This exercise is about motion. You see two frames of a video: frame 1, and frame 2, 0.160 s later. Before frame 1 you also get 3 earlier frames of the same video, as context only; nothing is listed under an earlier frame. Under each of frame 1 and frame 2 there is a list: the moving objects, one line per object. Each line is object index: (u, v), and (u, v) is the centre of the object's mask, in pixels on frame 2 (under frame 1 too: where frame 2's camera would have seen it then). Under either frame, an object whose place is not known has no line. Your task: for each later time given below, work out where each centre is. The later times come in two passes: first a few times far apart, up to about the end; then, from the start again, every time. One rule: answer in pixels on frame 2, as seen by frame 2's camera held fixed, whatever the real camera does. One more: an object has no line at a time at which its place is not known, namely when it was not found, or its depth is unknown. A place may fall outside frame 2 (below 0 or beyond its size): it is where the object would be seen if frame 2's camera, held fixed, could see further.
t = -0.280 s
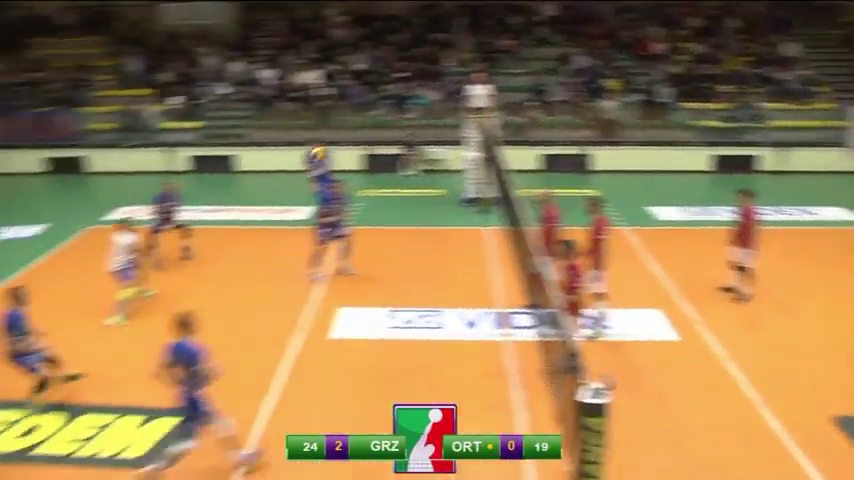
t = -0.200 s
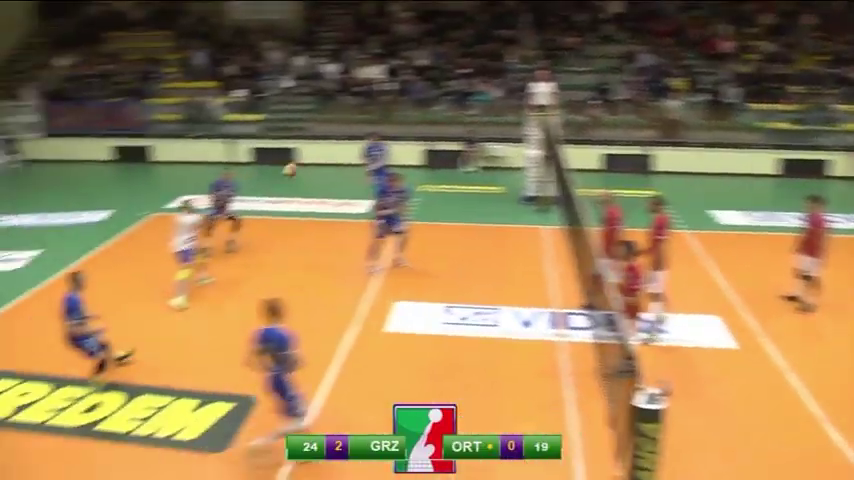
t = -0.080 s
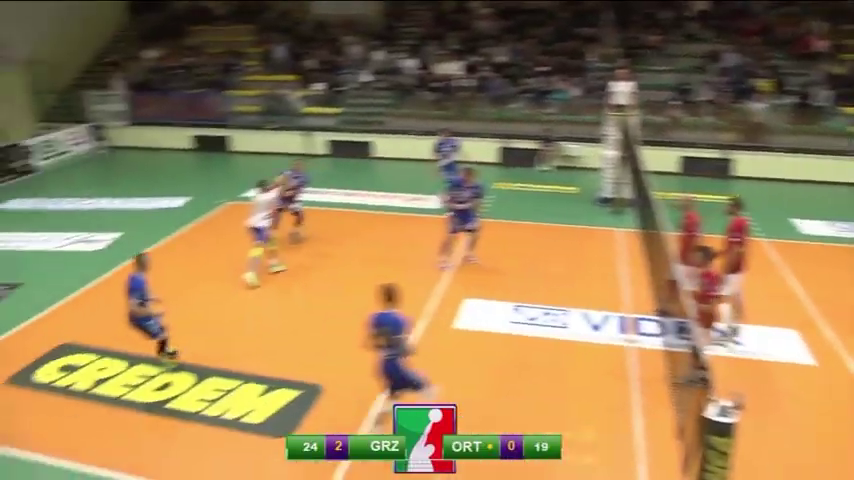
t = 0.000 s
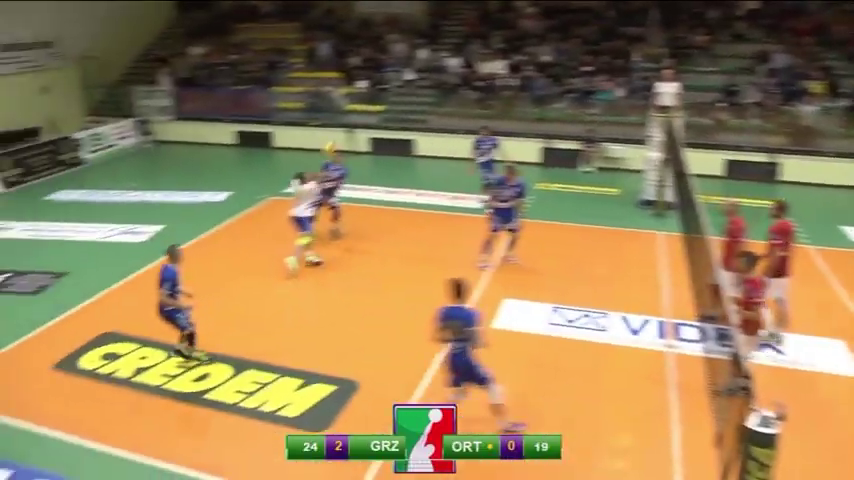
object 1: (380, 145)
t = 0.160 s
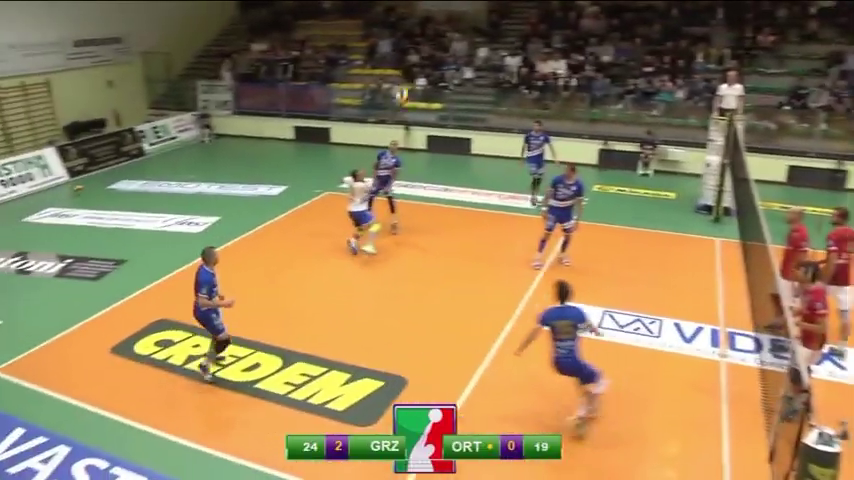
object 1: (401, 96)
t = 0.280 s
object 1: (416, 68)
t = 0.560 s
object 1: (448, 29)
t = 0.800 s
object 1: (476, 39)
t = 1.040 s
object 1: (507, 98)
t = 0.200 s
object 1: (407, 88)
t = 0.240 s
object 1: (412, 77)
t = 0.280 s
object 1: (416, 68)
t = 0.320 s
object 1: (420, 60)
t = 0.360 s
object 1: (426, 52)
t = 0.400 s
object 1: (430, 46)
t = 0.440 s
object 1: (434, 40)
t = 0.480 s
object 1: (438, 36)
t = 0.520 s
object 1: (443, 32)
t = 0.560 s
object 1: (448, 29)
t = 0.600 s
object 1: (452, 28)
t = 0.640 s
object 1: (456, 28)
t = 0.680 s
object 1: (462, 28)
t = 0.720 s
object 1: (466, 31)
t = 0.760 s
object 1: (471, 34)
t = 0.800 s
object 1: (476, 39)
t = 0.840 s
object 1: (481, 44)
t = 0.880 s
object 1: (486, 52)
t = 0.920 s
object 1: (492, 62)
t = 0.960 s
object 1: (497, 73)
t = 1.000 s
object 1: (502, 84)
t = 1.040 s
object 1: (507, 98)
